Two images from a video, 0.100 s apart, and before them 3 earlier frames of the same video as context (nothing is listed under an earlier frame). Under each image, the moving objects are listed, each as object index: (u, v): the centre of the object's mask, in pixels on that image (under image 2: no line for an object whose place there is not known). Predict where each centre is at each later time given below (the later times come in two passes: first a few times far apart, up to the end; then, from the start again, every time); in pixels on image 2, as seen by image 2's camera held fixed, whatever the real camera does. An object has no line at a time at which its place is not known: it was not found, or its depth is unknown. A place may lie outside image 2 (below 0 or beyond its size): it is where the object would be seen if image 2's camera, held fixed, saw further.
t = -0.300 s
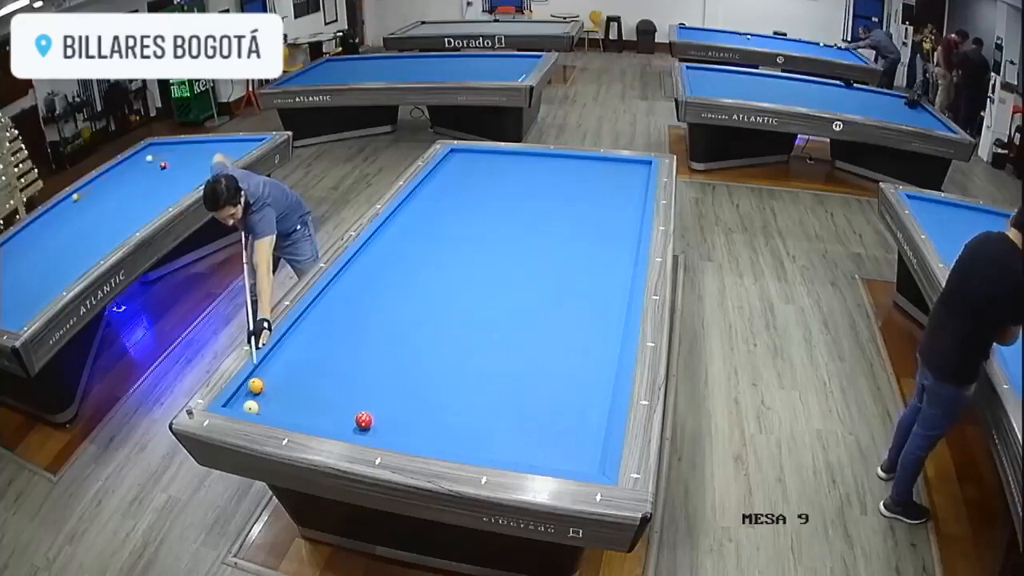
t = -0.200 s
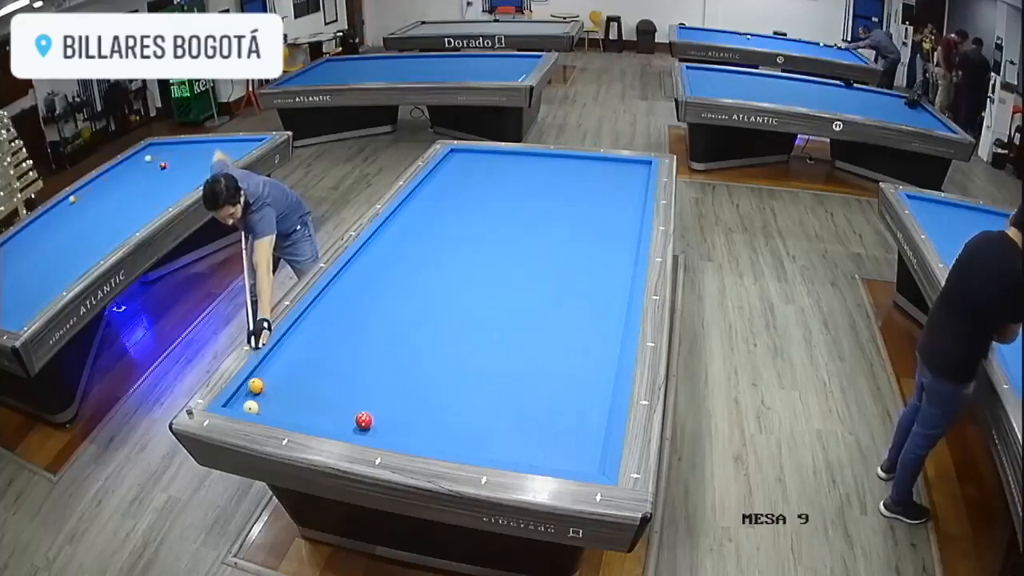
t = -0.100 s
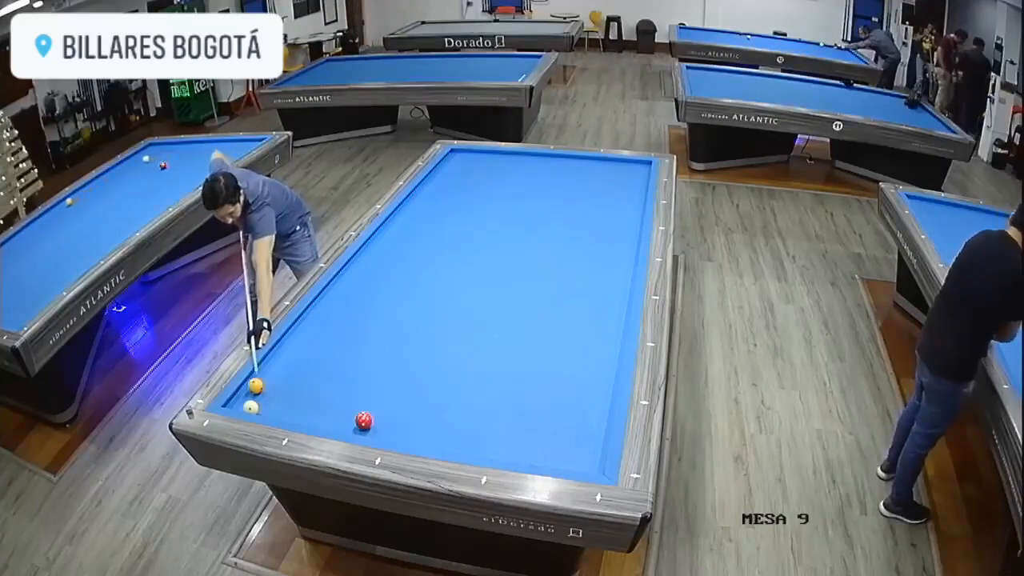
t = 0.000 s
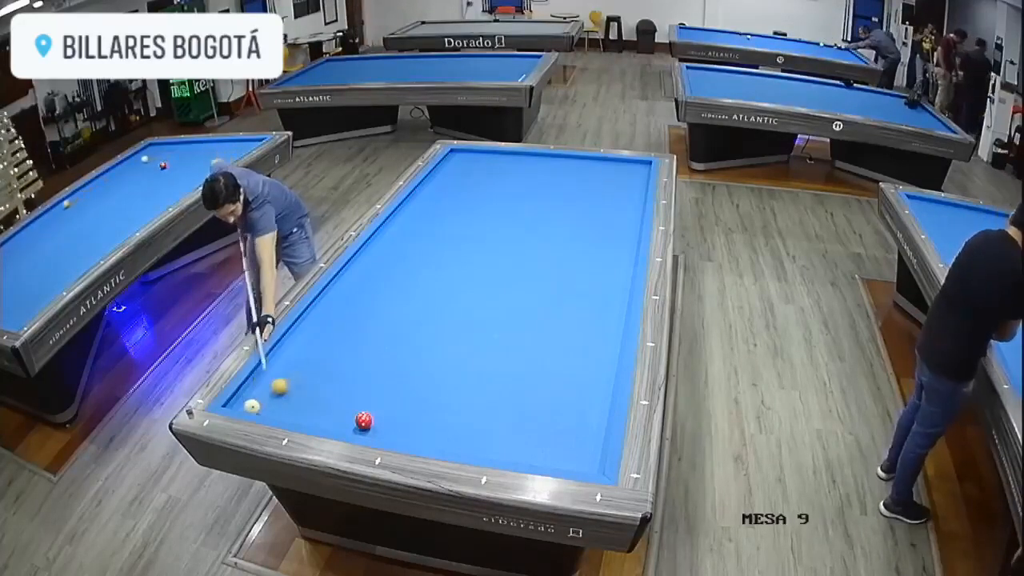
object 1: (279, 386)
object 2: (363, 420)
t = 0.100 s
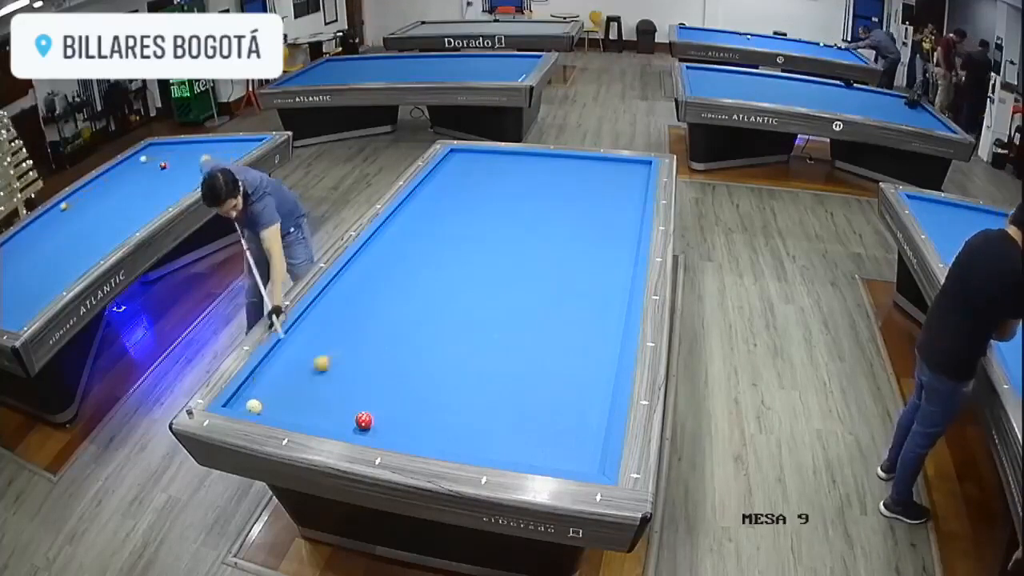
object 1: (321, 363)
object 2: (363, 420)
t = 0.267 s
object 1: (376, 330)
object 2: (363, 420)
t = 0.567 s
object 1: (455, 282)
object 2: (363, 420)
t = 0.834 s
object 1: (514, 247)
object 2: (363, 420)
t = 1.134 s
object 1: (569, 215)
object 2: (363, 420)
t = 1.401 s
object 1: (609, 191)
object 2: (363, 420)
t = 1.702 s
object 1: (646, 169)
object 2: (363, 420)
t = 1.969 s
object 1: (623, 168)
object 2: (363, 420)
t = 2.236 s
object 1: (595, 177)
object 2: (363, 420)
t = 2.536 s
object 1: (562, 187)
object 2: (363, 420)
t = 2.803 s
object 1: (530, 197)
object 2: (363, 420)
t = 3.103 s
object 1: (492, 210)
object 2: (363, 420)
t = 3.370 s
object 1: (457, 221)
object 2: (363, 420)
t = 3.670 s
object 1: (416, 235)
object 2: (363, 420)
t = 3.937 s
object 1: (378, 248)
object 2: (363, 420)
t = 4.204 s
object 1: (359, 263)
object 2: (363, 420)
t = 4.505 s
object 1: (361, 282)
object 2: (363, 420)
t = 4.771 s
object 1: (363, 300)
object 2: (363, 420)
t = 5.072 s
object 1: (366, 322)
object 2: (363, 420)
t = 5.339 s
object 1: (369, 343)
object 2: (363, 420)
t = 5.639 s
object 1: (372, 369)
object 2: (363, 420)
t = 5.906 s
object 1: (376, 393)
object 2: (363, 420)
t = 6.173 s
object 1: (382, 419)
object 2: (362, 421)
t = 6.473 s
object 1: (404, 434)
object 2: (356, 424)
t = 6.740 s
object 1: (434, 427)
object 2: (350, 427)
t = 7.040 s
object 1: (466, 419)
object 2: (347, 426)
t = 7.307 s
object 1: (494, 412)
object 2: (347, 426)
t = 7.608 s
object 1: (523, 405)
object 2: (346, 425)
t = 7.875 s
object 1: (547, 399)
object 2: (346, 425)
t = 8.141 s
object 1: (570, 392)
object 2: (346, 425)
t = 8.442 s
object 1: (594, 386)
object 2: (346, 425)
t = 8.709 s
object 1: (609, 380)
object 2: (346, 425)
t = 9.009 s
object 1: (599, 371)
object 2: (346, 424)
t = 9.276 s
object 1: (591, 364)
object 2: (346, 424)
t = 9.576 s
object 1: (582, 357)
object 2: (346, 424)
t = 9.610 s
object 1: (582, 356)
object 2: (346, 424)
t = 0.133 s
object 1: (333, 356)
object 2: (363, 420)
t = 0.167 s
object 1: (345, 349)
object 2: (363, 420)
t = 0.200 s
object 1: (356, 343)
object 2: (363, 420)
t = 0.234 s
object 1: (366, 337)
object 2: (363, 420)
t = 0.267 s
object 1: (376, 330)
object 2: (363, 420)
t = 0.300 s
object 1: (385, 325)
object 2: (363, 420)
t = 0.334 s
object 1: (395, 319)
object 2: (363, 420)
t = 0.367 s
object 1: (404, 314)
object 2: (363, 420)
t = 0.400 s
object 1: (413, 308)
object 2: (363, 420)
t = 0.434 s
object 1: (422, 302)
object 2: (363, 420)
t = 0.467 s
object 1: (430, 297)
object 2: (363, 420)
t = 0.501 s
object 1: (440, 292)
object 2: (363, 420)
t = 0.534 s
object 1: (448, 287)
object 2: (363, 420)
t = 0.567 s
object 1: (455, 282)
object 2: (363, 420)
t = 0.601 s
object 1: (464, 277)
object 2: (363, 420)
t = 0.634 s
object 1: (471, 273)
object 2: (363, 420)
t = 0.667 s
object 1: (479, 268)
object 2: (363, 420)
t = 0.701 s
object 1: (486, 263)
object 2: (363, 420)
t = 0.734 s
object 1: (494, 259)
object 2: (363, 420)
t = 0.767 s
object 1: (500, 255)
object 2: (363, 420)
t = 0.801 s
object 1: (508, 251)
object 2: (363, 420)
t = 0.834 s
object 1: (514, 247)
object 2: (363, 420)
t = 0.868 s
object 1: (521, 243)
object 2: (363, 420)
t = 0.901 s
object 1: (528, 239)
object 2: (363, 420)
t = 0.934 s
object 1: (534, 235)
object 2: (363, 420)
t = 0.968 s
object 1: (540, 232)
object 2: (363, 420)
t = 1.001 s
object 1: (546, 228)
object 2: (363, 420)
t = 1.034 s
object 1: (552, 224)
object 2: (363, 420)
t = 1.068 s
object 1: (558, 221)
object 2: (363, 420)
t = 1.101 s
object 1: (564, 218)
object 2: (363, 420)
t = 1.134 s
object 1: (569, 215)
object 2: (363, 420)
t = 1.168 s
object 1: (574, 211)
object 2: (363, 420)
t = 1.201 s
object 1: (580, 208)
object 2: (363, 420)
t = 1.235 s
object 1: (585, 205)
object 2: (363, 420)
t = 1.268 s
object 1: (590, 202)
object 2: (363, 420)
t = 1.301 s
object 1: (594, 199)
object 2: (363, 420)
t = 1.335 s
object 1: (600, 197)
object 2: (363, 420)
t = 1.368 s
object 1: (605, 194)
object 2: (363, 420)
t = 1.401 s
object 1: (609, 191)
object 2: (363, 420)
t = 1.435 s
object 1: (613, 188)
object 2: (363, 420)
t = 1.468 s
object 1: (618, 186)
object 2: (363, 420)
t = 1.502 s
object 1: (622, 183)
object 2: (363, 420)
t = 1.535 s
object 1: (626, 181)
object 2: (363, 420)
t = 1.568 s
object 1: (631, 178)
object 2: (363, 420)
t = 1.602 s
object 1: (634, 176)
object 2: (363, 420)
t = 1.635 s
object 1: (638, 173)
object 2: (363, 420)
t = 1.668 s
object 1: (642, 172)
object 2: (363, 420)
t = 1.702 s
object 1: (646, 169)
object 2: (363, 420)
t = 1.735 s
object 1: (644, 167)
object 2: (363, 420)
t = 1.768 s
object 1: (642, 164)
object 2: (363, 420)
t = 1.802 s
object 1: (640, 162)
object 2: (363, 420)
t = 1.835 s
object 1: (638, 163)
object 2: (363, 420)
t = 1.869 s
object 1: (634, 164)
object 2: (363, 420)
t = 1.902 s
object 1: (630, 166)
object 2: (363, 420)
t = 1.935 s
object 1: (627, 167)
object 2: (363, 420)
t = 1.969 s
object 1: (623, 168)
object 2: (363, 420)
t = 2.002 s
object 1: (620, 170)
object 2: (363, 420)
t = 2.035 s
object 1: (616, 170)
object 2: (363, 420)
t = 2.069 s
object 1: (613, 172)
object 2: (363, 420)
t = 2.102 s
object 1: (609, 173)
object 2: (363, 420)
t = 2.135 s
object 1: (606, 174)
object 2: (363, 420)
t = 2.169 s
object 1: (602, 175)
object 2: (363, 420)
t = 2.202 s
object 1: (599, 176)
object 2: (363, 420)
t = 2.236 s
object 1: (595, 177)
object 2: (363, 420)
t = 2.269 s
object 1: (591, 178)
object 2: (363, 420)
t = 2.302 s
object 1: (588, 179)
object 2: (363, 420)
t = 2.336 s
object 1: (584, 180)
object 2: (363, 420)
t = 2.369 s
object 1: (580, 181)
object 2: (363, 420)
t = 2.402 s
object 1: (577, 183)
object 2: (363, 420)
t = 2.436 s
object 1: (573, 184)
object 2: (363, 420)
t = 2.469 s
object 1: (569, 185)
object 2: (363, 420)
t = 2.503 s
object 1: (565, 186)
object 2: (363, 420)
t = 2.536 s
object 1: (562, 187)
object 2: (363, 420)
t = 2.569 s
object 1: (558, 189)
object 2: (363, 420)
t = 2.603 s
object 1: (554, 190)
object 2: (363, 420)
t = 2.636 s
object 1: (550, 191)
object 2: (363, 420)
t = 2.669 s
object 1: (546, 192)
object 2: (363, 420)
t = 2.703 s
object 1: (542, 193)
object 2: (363, 420)
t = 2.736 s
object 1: (538, 195)
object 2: (363, 420)
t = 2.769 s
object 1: (534, 196)
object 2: (363, 420)
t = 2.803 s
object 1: (530, 197)
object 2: (363, 420)
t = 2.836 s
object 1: (526, 199)
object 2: (363, 420)
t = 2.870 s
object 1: (522, 200)
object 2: (363, 420)
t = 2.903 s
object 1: (518, 201)
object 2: (363, 420)
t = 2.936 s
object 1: (513, 203)
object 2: (363, 420)
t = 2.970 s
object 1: (510, 204)
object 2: (363, 420)
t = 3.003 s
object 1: (505, 205)
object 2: (363, 420)
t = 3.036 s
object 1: (501, 207)
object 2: (363, 420)
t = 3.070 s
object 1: (496, 208)
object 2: (363, 420)
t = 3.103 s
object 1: (492, 210)
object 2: (363, 420)
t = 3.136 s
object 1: (488, 211)
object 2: (363, 420)
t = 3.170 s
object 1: (484, 212)
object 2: (363, 420)
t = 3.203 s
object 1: (479, 214)
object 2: (363, 420)
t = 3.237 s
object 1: (475, 216)
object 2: (363, 420)
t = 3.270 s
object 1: (471, 217)
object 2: (363, 420)
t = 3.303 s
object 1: (466, 218)
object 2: (363, 420)
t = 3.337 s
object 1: (462, 220)
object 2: (363, 420)
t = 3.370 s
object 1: (457, 221)
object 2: (363, 420)
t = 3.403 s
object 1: (453, 223)
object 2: (363, 420)
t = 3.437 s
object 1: (448, 224)
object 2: (363, 420)
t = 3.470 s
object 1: (444, 226)
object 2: (363, 420)
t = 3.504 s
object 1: (439, 227)
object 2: (363, 420)
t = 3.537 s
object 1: (434, 229)
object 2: (363, 420)
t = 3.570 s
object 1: (430, 230)
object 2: (363, 420)
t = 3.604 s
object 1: (425, 232)
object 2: (363, 420)
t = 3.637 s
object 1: (420, 234)
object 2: (363, 420)
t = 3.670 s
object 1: (416, 235)
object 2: (363, 420)
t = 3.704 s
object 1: (411, 237)
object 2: (363, 420)
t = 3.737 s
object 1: (406, 238)
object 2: (363, 420)
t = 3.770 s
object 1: (402, 240)
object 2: (363, 420)
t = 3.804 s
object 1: (397, 242)
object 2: (363, 420)
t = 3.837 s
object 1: (392, 243)
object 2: (363, 420)
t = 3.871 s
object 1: (388, 245)
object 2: (363, 420)
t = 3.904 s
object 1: (383, 247)
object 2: (363, 420)
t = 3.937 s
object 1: (378, 248)
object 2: (363, 420)
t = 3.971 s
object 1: (373, 250)
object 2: (363, 420)
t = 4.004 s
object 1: (369, 251)
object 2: (363, 420)
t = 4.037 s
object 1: (363, 253)
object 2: (363, 420)
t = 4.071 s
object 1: (359, 255)
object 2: (363, 420)
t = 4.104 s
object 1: (358, 257)
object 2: (363, 420)
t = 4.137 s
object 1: (358, 259)
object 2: (363, 420)
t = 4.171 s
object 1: (358, 261)
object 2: (363, 420)
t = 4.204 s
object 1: (359, 263)
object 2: (363, 420)
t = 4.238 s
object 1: (359, 265)
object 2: (363, 420)
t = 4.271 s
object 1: (360, 267)
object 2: (363, 420)
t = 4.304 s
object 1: (359, 269)
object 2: (363, 420)
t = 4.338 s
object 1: (359, 271)
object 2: (363, 420)
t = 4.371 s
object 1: (360, 273)
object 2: (363, 420)
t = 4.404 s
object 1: (360, 275)
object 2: (363, 420)
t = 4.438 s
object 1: (361, 277)
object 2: (363, 420)
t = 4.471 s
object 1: (361, 279)
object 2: (363, 420)
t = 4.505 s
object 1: (361, 282)
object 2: (363, 420)
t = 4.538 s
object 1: (362, 284)
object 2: (363, 420)
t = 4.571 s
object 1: (362, 286)
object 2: (363, 420)
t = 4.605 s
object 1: (362, 288)
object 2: (363, 420)
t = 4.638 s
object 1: (363, 291)
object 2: (363, 420)
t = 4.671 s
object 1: (363, 293)
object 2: (363, 420)
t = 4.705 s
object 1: (363, 295)
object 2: (363, 420)
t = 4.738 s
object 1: (363, 298)
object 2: (363, 420)
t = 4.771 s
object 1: (363, 300)
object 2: (363, 420)
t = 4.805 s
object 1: (364, 302)
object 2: (363, 420)
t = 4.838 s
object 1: (364, 305)
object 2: (363, 420)
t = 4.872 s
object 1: (364, 307)
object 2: (363, 420)
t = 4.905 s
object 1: (364, 309)
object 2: (363, 420)
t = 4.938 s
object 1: (365, 312)
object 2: (363, 420)
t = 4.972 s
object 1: (365, 315)
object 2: (363, 420)
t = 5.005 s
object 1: (365, 317)
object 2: (363, 420)
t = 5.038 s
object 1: (366, 319)
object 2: (363, 420)
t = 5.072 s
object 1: (366, 322)
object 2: (363, 420)
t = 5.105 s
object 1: (366, 325)
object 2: (363, 420)
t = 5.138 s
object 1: (367, 327)
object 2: (363, 420)
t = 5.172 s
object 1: (367, 330)
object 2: (363, 420)
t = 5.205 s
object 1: (367, 332)
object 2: (363, 420)
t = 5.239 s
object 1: (368, 335)
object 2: (363, 420)
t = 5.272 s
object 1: (368, 338)
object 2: (363, 420)
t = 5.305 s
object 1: (369, 341)
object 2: (363, 420)
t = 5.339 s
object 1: (369, 343)
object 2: (363, 420)
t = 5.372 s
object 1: (369, 346)
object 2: (363, 420)
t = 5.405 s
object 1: (370, 349)
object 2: (363, 420)
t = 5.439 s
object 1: (370, 351)
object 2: (363, 420)
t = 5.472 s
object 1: (370, 354)
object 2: (363, 420)
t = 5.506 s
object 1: (371, 357)
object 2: (363, 420)
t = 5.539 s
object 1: (371, 360)
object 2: (363, 420)
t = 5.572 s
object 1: (371, 363)
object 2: (363, 420)
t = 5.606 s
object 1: (372, 366)
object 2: (363, 420)
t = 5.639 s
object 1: (372, 369)
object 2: (363, 420)
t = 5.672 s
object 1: (373, 372)
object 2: (363, 420)
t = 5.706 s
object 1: (373, 375)
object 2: (363, 420)
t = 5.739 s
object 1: (373, 378)
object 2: (363, 420)
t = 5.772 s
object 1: (374, 381)
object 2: (363, 420)
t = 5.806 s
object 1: (375, 384)
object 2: (363, 420)
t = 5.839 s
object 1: (375, 387)
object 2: (363, 420)
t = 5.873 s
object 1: (375, 390)
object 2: (363, 420)
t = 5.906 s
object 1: (376, 393)
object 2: (363, 420)
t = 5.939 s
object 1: (376, 396)
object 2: (363, 420)
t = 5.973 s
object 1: (377, 400)
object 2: (363, 420)
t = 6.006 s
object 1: (377, 403)
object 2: (363, 420)
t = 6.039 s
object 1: (378, 406)
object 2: (363, 420)
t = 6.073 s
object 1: (378, 409)
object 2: (363, 420)
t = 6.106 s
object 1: (379, 413)
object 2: (363, 420)
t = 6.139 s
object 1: (380, 416)
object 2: (363, 420)
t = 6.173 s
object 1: (382, 419)
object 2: (362, 421)
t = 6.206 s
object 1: (383, 421)
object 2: (362, 422)
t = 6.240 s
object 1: (385, 425)
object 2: (361, 422)
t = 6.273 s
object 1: (387, 428)
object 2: (360, 423)
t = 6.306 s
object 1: (388, 430)
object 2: (359, 423)
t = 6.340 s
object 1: (391, 433)
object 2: (358, 423)
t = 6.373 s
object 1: (393, 434)
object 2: (357, 424)
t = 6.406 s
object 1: (396, 434)
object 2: (357, 424)
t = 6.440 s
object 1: (400, 434)
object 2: (356, 424)
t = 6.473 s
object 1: (404, 434)
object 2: (356, 424)
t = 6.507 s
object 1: (407, 433)
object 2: (355, 424)
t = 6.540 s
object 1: (411, 432)
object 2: (354, 425)
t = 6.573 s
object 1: (415, 431)
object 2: (353, 425)
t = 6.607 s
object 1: (419, 430)
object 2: (353, 425)
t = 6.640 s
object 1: (423, 430)
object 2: (352, 425)
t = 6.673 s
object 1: (426, 429)
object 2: (352, 426)
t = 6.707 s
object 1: (430, 428)
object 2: (351, 426)
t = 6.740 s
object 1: (434, 427)
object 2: (350, 427)
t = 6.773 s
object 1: (437, 426)
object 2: (350, 427)
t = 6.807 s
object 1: (441, 425)
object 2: (349, 427)
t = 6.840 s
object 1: (445, 424)
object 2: (349, 426)
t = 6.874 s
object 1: (448, 423)
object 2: (348, 426)
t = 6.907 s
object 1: (452, 423)
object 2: (348, 426)
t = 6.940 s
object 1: (456, 422)
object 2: (348, 426)
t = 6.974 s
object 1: (459, 421)
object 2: (348, 426)
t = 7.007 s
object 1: (463, 420)
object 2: (347, 426)
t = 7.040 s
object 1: (466, 419)
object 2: (347, 426)
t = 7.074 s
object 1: (470, 418)
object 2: (348, 426)
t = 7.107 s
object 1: (473, 418)
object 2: (347, 426)
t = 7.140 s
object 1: (476, 417)
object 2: (347, 426)
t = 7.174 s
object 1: (480, 416)
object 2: (347, 426)
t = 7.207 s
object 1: (483, 415)
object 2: (347, 426)
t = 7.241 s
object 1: (487, 414)
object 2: (347, 426)
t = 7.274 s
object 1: (490, 413)
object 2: (347, 426)
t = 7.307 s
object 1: (494, 412)
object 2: (347, 426)
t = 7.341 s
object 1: (497, 411)
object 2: (347, 426)
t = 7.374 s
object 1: (500, 411)
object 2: (346, 426)
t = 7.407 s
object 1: (503, 410)
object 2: (346, 425)
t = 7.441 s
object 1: (507, 409)
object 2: (346, 425)
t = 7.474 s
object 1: (510, 408)
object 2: (346, 425)
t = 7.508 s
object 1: (514, 407)
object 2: (346, 425)
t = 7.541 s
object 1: (516, 406)
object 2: (346, 425)
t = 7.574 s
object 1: (520, 406)
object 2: (346, 425)
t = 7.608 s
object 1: (523, 405)
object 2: (346, 425)
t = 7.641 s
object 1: (526, 404)
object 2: (346, 425)
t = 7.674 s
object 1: (529, 403)
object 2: (346, 425)
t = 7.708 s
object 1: (532, 403)
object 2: (346, 425)
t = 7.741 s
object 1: (535, 402)
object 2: (346, 425)
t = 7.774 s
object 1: (538, 401)
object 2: (346, 425)
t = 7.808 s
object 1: (541, 400)
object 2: (346, 425)
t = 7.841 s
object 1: (544, 399)
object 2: (346, 425)
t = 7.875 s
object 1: (547, 399)
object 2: (346, 425)
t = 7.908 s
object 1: (550, 398)
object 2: (346, 425)
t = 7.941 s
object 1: (553, 397)
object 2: (346, 425)
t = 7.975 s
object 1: (556, 396)
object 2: (346, 425)
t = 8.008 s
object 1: (559, 395)
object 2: (346, 425)
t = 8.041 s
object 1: (562, 395)
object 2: (346, 425)
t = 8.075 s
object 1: (564, 394)
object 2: (346, 425)
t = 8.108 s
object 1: (567, 393)
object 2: (346, 425)
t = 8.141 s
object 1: (570, 392)
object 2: (346, 425)
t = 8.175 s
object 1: (573, 392)
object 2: (346, 425)
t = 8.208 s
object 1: (575, 391)
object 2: (346, 425)
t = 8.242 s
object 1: (578, 390)
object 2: (346, 425)
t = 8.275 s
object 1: (581, 389)
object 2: (346, 425)
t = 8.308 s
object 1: (583, 388)
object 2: (346, 425)
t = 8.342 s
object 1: (586, 388)
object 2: (346, 425)
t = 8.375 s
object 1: (588, 387)
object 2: (346, 425)
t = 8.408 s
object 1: (591, 386)
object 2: (346, 425)
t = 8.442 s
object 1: (594, 386)
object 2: (346, 425)
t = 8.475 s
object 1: (596, 385)
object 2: (346, 425)
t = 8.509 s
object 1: (599, 384)
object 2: (346, 425)
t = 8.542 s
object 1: (602, 383)
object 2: (346, 425)
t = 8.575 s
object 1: (604, 382)
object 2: (346, 425)
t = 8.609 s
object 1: (607, 382)
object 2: (346, 425)
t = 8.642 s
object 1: (609, 381)
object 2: (346, 425)
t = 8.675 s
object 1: (610, 380)
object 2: (346, 425)
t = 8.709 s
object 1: (609, 380)
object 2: (346, 425)
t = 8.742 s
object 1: (608, 379)
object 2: (346, 425)
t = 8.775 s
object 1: (607, 378)
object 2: (346, 425)
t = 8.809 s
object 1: (606, 377)
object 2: (346, 425)
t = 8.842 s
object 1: (605, 376)
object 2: (346, 424)
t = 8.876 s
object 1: (604, 375)
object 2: (346, 424)
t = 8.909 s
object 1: (603, 374)
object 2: (346, 424)
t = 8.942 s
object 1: (601, 373)
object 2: (346, 424)
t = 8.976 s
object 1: (600, 372)
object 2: (346, 424)
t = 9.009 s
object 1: (599, 371)
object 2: (346, 424)
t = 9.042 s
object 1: (598, 370)
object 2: (346, 424)
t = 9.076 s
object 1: (597, 369)
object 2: (346, 424)
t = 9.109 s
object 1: (596, 368)
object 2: (346, 424)
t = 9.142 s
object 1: (595, 367)
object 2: (346, 424)
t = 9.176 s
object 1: (594, 366)
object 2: (346, 424)
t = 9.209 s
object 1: (593, 366)
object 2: (346, 424)
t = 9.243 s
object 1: (592, 365)
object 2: (346, 424)
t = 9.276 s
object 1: (591, 364)
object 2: (346, 424)
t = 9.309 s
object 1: (590, 363)
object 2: (346, 424)
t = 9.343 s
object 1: (589, 362)
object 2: (346, 424)
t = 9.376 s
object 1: (588, 361)
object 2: (346, 424)
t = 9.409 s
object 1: (587, 361)
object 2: (346, 424)
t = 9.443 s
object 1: (586, 360)
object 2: (346, 424)
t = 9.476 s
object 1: (585, 359)
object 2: (346, 424)
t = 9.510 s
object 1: (584, 358)
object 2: (346, 424)
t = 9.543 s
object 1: (583, 358)
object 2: (346, 424)
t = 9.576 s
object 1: (582, 357)
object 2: (346, 424)
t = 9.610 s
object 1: (582, 356)
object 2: (346, 424)
